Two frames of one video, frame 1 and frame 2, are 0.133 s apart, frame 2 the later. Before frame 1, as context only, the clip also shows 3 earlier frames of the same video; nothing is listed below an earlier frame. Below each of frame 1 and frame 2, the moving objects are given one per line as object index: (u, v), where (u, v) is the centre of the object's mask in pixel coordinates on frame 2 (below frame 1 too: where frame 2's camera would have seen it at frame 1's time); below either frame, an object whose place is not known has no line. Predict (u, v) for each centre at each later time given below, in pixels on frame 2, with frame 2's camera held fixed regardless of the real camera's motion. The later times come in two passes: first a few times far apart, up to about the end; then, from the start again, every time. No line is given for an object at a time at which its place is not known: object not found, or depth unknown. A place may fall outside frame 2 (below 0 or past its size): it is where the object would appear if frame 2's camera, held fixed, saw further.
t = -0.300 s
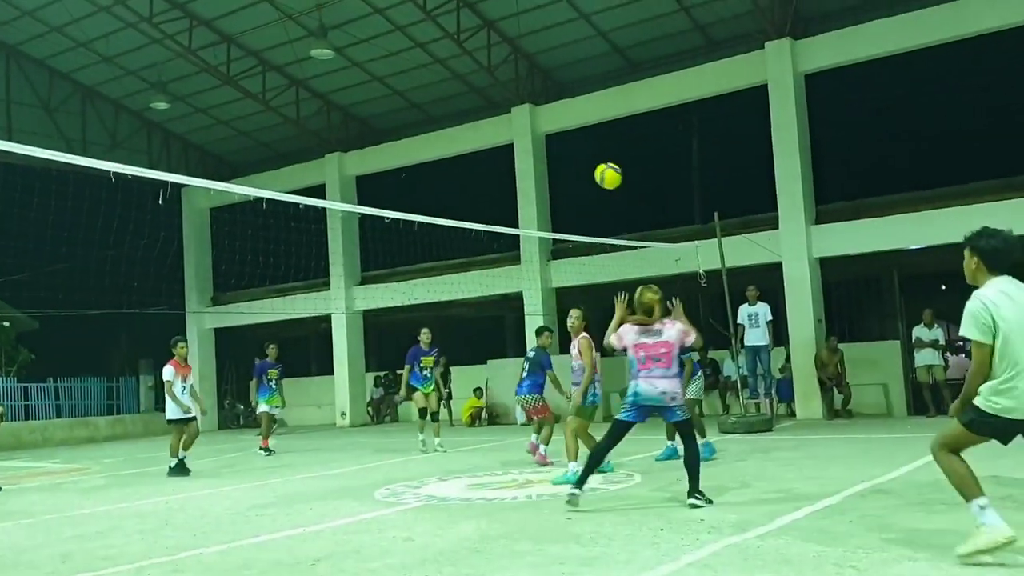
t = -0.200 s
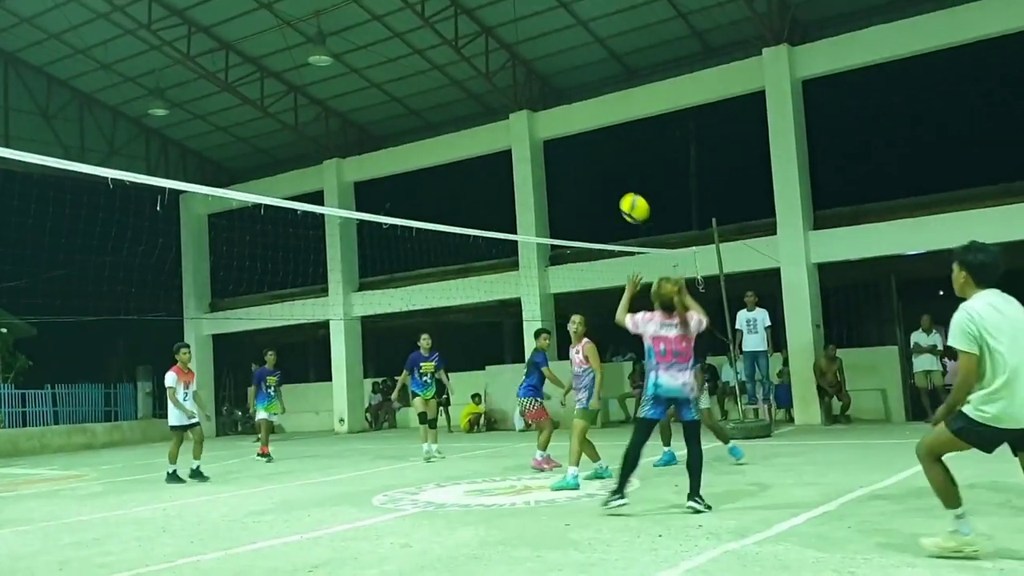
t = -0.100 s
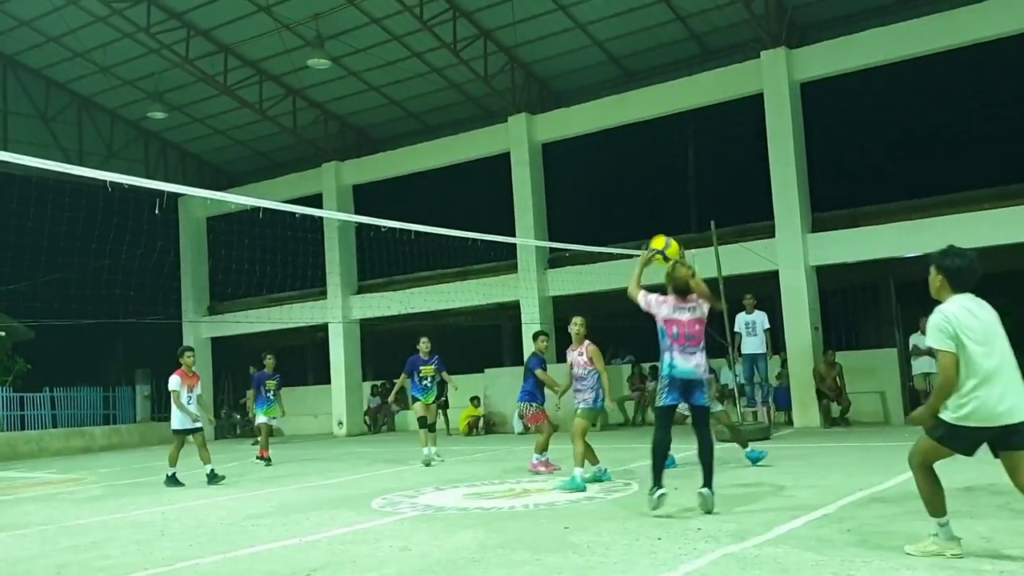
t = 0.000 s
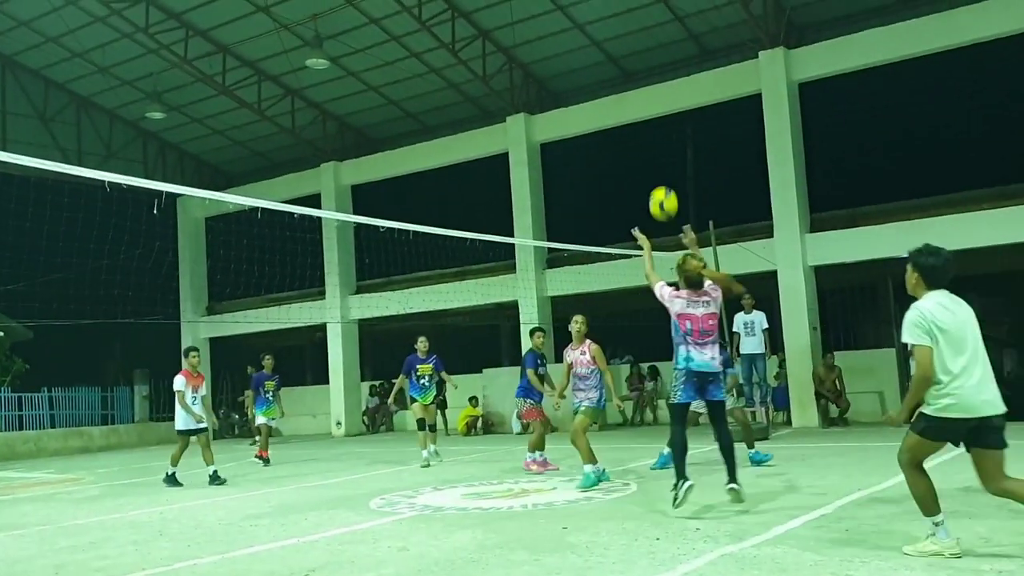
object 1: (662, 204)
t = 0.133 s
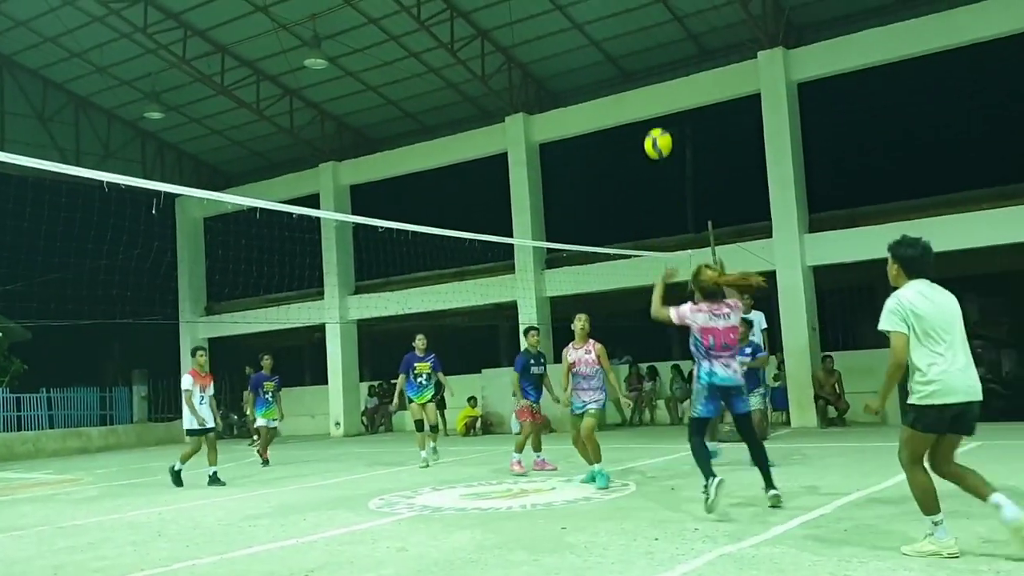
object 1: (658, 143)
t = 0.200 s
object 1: (656, 123)
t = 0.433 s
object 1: (653, 94)
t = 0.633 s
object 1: (655, 120)
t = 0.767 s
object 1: (657, 160)
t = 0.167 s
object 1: (657, 132)
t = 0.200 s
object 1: (656, 123)
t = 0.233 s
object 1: (656, 115)
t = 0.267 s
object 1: (655, 108)
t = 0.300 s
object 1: (655, 102)
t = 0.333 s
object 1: (654, 98)
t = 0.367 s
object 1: (654, 95)
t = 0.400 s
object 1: (654, 94)
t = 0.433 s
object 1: (653, 94)
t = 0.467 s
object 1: (653, 95)
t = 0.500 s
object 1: (653, 97)
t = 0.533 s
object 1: (653, 101)
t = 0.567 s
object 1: (654, 107)
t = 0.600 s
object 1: (655, 113)
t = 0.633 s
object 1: (655, 120)
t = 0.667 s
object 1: (655, 128)
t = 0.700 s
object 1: (656, 137)
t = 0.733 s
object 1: (656, 148)
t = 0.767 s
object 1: (657, 160)
